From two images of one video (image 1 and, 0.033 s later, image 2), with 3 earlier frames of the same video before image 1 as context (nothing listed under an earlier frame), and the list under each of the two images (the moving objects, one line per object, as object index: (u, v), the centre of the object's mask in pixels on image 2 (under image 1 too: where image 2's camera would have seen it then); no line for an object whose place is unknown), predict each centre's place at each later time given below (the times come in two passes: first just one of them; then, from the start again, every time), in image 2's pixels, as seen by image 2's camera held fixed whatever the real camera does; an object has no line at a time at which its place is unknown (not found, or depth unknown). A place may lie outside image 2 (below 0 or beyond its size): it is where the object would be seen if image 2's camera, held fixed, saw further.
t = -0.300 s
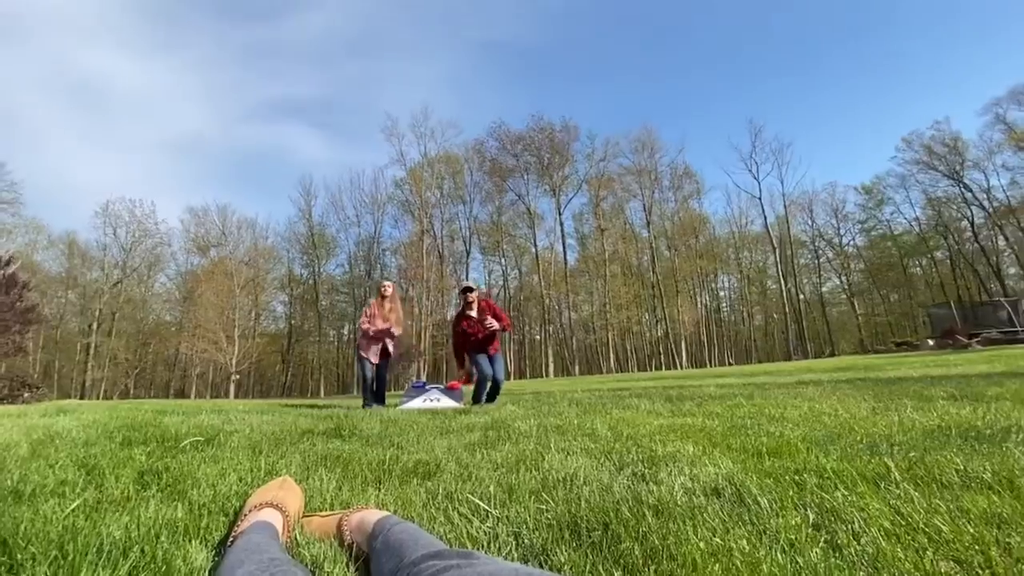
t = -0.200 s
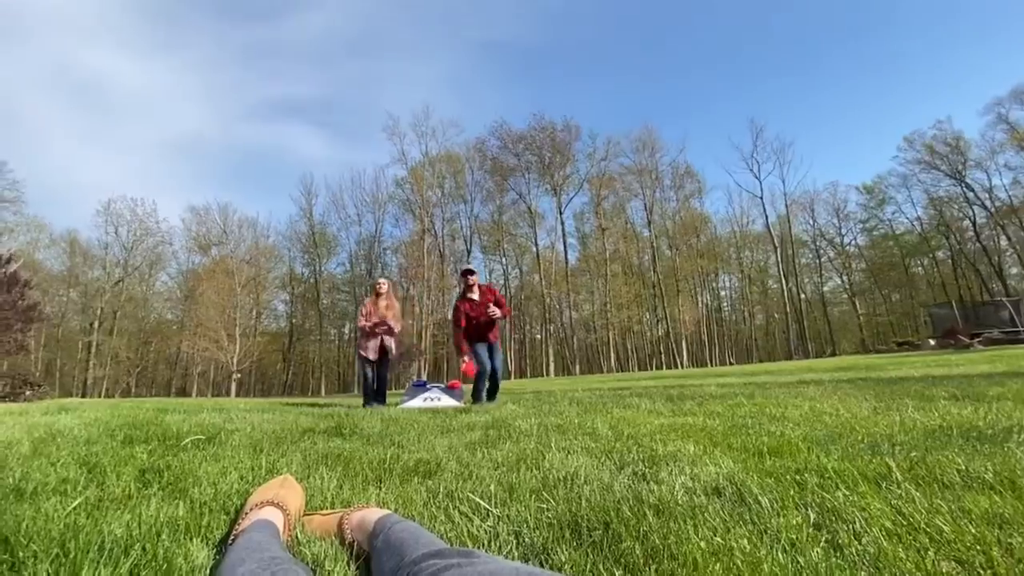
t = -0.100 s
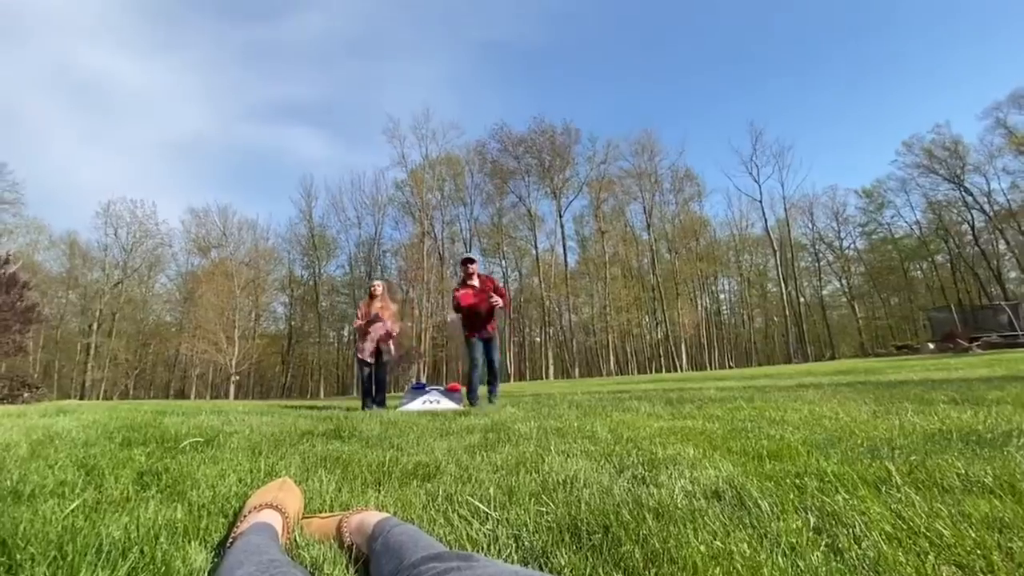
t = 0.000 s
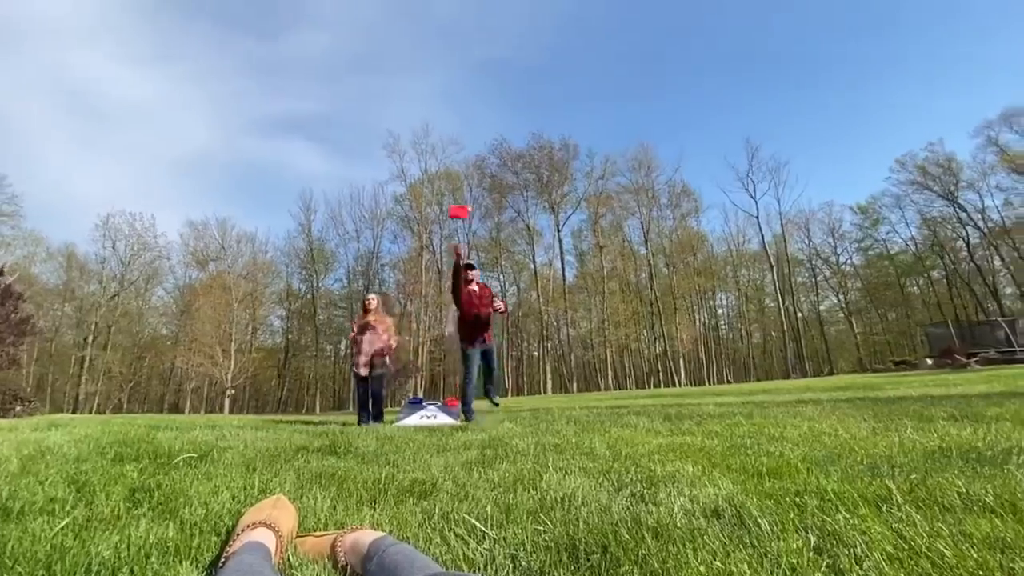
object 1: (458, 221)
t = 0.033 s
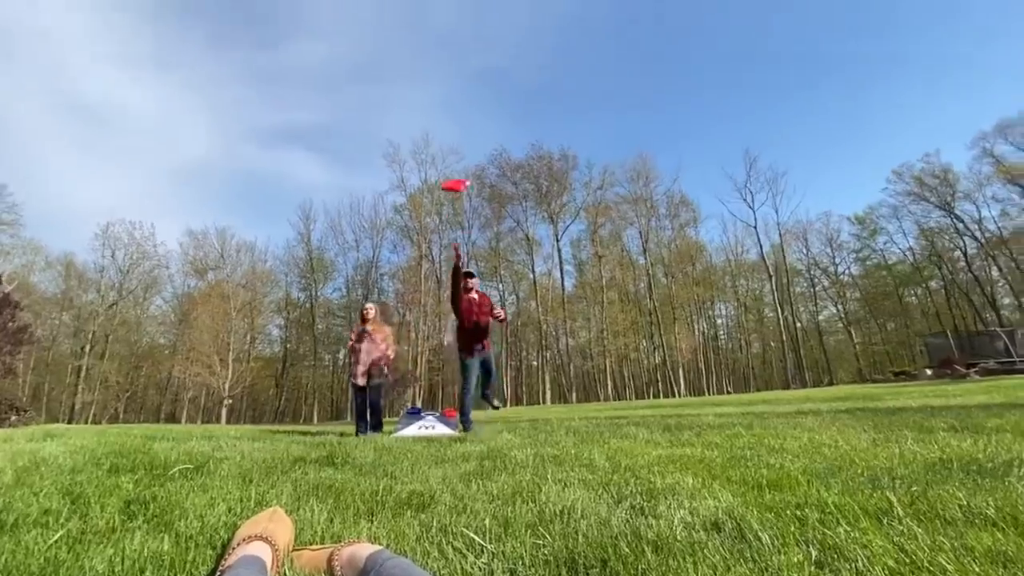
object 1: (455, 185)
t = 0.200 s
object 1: (444, -12)
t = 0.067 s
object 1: (453, 147)
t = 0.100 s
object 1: (450, 107)
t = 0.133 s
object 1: (447, 67)
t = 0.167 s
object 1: (446, 27)
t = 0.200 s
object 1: (444, -12)
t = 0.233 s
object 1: (441, -53)
